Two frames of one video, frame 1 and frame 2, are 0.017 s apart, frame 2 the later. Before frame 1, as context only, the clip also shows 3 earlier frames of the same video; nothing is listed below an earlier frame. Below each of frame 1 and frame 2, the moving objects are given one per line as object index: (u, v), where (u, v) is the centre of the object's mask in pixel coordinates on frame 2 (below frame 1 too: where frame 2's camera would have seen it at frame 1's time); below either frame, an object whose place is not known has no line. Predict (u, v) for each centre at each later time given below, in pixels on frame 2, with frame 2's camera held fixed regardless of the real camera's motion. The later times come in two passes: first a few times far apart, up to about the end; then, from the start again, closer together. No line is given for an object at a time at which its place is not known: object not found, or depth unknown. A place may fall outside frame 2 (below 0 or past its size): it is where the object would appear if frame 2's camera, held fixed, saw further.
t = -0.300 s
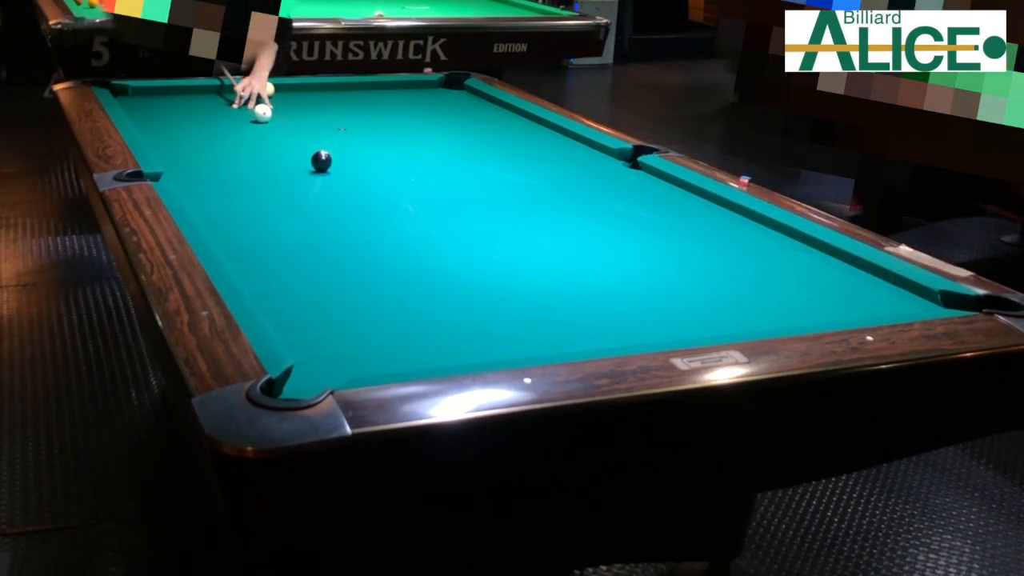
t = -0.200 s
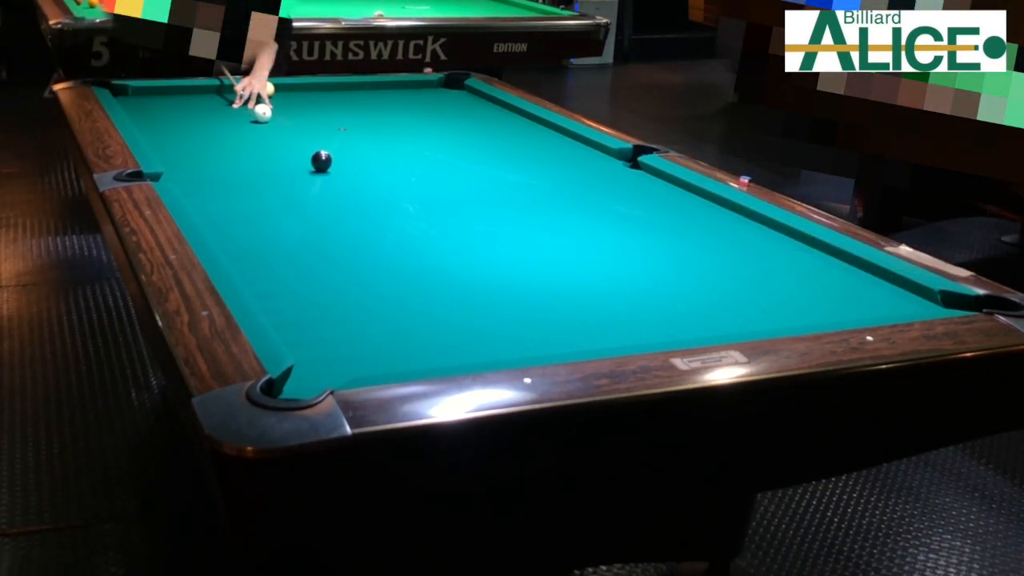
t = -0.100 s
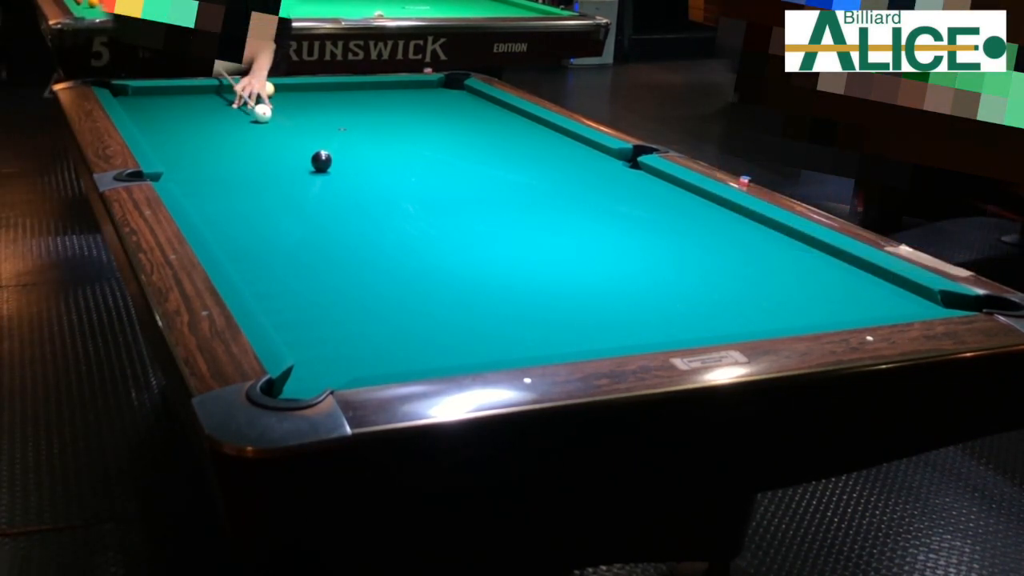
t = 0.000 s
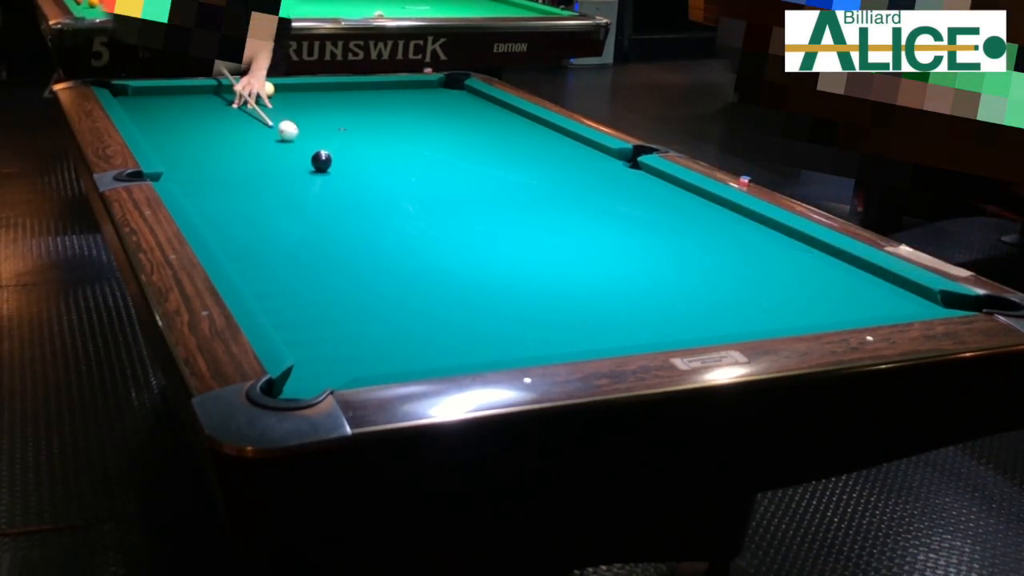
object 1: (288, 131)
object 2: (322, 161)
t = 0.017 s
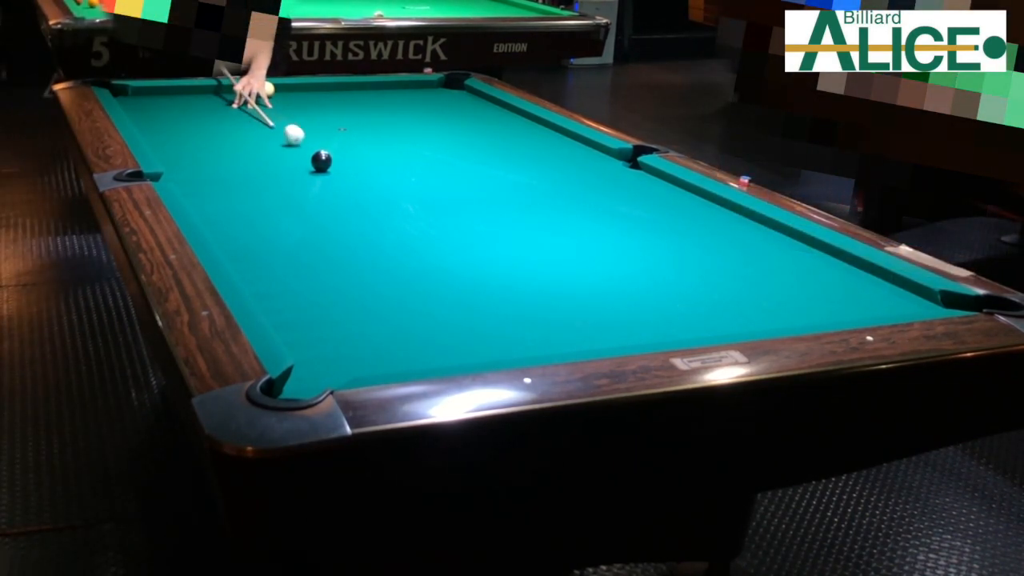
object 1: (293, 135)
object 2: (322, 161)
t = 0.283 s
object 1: (374, 157)
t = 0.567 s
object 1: (434, 155)
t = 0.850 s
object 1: (490, 153)
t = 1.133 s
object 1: (541, 152)
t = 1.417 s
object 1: (590, 150)
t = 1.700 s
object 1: (581, 150)
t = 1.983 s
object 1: (556, 151)
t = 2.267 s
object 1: (532, 151)
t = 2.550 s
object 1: (510, 152)
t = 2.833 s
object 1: (490, 152)
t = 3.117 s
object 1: (472, 152)
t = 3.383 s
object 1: (457, 153)
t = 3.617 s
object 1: (446, 153)
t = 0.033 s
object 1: (299, 139)
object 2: (322, 161)
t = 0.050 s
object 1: (305, 143)
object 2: (322, 161)
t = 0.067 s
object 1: (310, 147)
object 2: (322, 161)
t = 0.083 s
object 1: (316, 148)
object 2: (321, 161)
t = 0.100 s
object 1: (326, 151)
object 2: (321, 162)
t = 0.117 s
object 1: (331, 154)
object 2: (322, 167)
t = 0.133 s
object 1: (335, 156)
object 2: (322, 171)
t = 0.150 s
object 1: (340, 156)
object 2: (322, 175)
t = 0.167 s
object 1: (345, 157)
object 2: (322, 180)
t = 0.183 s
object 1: (350, 157)
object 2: (322, 185)
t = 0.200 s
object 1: (355, 157)
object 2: (323, 190)
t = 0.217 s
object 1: (359, 157)
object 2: (323, 195)
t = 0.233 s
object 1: (363, 157)
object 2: (323, 199)
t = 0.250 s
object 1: (367, 157)
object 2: (323, 204)
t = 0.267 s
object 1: (370, 157)
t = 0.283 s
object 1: (374, 157)
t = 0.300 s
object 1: (378, 156)
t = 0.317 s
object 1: (381, 156)
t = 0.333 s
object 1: (385, 156)
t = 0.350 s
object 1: (389, 156)
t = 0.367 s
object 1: (392, 156)
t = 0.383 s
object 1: (396, 156)
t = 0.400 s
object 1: (399, 156)
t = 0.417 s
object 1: (403, 156)
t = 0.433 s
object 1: (406, 156)
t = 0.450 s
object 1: (410, 156)
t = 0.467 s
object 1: (413, 156)
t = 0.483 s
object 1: (417, 156)
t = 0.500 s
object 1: (420, 155)
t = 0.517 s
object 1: (424, 155)
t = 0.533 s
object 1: (427, 155)
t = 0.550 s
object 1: (430, 155)
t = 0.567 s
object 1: (434, 155)
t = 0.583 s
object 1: (437, 155)
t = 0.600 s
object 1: (441, 155)
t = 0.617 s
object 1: (444, 155)
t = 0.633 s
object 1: (447, 155)
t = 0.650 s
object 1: (450, 155)
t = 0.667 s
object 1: (454, 154)
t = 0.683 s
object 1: (457, 154)
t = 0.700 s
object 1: (460, 154)
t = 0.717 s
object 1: (464, 154)
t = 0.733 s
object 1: (467, 154)
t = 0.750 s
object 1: (470, 154)
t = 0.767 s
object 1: (474, 154)
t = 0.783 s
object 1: (476, 154)
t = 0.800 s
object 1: (480, 154)
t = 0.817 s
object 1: (483, 154)
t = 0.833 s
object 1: (486, 153)
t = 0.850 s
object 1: (490, 153)
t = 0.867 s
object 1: (492, 153)
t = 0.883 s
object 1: (496, 153)
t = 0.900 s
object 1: (498, 153)
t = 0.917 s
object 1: (502, 153)
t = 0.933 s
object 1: (505, 153)
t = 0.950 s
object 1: (508, 152)
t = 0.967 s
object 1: (511, 152)
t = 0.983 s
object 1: (514, 152)
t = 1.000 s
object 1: (517, 152)
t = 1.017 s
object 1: (520, 152)
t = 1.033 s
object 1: (524, 152)
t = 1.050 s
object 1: (526, 152)
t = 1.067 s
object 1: (530, 152)
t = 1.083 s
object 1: (532, 152)
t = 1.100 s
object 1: (536, 152)
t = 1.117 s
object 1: (538, 152)
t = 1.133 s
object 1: (541, 152)
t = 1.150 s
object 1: (544, 152)
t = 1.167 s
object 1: (547, 152)
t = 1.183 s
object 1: (550, 151)
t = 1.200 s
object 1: (553, 151)
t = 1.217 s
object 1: (556, 151)
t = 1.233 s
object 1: (559, 151)
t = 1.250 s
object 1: (562, 151)
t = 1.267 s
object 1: (565, 151)
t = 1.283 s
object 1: (567, 151)
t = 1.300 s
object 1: (570, 151)
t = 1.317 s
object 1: (573, 151)
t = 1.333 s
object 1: (576, 151)
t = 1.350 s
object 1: (579, 151)
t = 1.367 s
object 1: (582, 150)
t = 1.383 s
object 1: (584, 150)
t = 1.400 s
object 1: (587, 150)
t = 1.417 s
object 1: (590, 150)
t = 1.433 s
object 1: (592, 150)
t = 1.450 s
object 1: (595, 150)
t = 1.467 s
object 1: (598, 150)
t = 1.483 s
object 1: (601, 150)
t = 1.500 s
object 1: (601, 150)
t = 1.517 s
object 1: (599, 150)
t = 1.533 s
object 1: (597, 150)
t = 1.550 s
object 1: (596, 150)
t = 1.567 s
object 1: (594, 150)
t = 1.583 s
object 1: (592, 150)
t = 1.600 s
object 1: (591, 150)
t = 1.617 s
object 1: (589, 150)
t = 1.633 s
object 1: (588, 150)
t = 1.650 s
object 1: (586, 150)
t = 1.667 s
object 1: (584, 150)
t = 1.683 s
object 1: (583, 151)
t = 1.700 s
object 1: (581, 150)
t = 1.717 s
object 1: (580, 150)
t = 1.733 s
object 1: (578, 150)
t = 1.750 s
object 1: (577, 151)
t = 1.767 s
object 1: (575, 151)
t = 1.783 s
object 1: (574, 150)
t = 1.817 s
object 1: (571, 151)
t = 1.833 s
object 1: (569, 151)
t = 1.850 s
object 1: (567, 151)
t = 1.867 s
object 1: (566, 151)
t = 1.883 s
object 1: (564, 151)
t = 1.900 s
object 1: (563, 151)
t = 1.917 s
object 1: (561, 151)
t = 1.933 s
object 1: (560, 151)
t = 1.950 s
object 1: (558, 151)
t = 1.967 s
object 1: (557, 151)
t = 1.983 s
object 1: (556, 151)
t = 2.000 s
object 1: (554, 151)
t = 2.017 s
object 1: (553, 151)
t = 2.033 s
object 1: (551, 151)
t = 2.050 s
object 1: (550, 151)
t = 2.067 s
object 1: (548, 151)
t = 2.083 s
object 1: (547, 151)
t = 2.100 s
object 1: (545, 151)
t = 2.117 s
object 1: (544, 151)
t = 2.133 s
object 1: (543, 151)
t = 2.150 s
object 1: (541, 151)
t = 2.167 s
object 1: (540, 151)
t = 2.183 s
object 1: (539, 151)
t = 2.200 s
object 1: (537, 151)
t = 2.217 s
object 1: (536, 151)
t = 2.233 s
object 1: (534, 151)
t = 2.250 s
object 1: (533, 151)
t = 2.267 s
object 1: (532, 151)
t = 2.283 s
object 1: (530, 151)
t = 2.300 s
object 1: (529, 151)
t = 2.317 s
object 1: (528, 151)
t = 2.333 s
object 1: (526, 151)
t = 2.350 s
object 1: (525, 151)
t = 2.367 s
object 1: (524, 151)
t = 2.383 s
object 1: (523, 151)
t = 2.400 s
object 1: (521, 151)
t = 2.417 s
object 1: (520, 151)
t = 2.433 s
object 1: (518, 152)
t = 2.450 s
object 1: (517, 152)
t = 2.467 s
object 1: (516, 152)
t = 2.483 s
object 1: (514, 151)
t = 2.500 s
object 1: (513, 151)
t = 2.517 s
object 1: (512, 151)
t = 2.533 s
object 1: (511, 151)
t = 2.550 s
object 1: (510, 152)
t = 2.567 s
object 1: (508, 151)
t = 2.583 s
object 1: (507, 152)
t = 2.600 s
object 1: (506, 152)
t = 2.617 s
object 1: (505, 152)
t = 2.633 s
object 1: (504, 151)
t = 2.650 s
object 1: (502, 152)
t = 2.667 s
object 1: (501, 152)
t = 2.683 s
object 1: (500, 152)
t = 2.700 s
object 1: (499, 152)
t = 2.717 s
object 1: (497, 152)
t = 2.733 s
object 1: (496, 152)
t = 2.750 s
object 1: (495, 152)
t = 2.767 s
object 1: (494, 152)
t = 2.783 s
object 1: (493, 152)
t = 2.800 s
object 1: (492, 152)
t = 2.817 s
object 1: (491, 152)
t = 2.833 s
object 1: (490, 152)
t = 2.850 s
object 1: (489, 152)
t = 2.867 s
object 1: (488, 152)
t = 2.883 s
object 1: (486, 152)
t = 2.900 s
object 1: (485, 152)
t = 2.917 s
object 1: (484, 152)
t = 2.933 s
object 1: (483, 152)
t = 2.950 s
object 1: (482, 152)
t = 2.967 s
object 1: (481, 152)
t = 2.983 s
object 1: (480, 152)
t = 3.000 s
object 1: (479, 152)
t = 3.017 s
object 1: (478, 152)
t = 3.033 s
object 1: (477, 152)
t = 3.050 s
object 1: (476, 152)
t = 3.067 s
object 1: (475, 152)
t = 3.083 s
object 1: (474, 152)
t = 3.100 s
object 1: (473, 152)
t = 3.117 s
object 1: (472, 152)
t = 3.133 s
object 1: (471, 152)
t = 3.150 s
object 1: (470, 152)
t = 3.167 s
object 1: (469, 152)
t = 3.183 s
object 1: (468, 152)
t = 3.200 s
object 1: (467, 152)
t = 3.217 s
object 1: (466, 153)
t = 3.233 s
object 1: (465, 152)
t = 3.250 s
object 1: (464, 153)
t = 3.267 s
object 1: (463, 152)
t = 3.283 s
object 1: (462, 153)
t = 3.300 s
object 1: (462, 152)
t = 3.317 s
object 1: (461, 152)
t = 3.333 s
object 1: (460, 152)
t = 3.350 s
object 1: (459, 153)
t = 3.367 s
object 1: (458, 152)
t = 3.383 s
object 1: (457, 153)
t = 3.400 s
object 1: (456, 153)
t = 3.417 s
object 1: (456, 153)
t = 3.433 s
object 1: (455, 153)
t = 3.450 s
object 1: (454, 153)
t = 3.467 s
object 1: (453, 153)
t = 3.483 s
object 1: (452, 153)
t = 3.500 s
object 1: (451, 153)
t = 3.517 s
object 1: (451, 153)
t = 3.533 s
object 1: (450, 153)
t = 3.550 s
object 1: (449, 153)
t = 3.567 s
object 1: (448, 153)
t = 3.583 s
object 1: (447, 153)
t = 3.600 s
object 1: (447, 153)
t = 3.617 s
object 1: (446, 153)
